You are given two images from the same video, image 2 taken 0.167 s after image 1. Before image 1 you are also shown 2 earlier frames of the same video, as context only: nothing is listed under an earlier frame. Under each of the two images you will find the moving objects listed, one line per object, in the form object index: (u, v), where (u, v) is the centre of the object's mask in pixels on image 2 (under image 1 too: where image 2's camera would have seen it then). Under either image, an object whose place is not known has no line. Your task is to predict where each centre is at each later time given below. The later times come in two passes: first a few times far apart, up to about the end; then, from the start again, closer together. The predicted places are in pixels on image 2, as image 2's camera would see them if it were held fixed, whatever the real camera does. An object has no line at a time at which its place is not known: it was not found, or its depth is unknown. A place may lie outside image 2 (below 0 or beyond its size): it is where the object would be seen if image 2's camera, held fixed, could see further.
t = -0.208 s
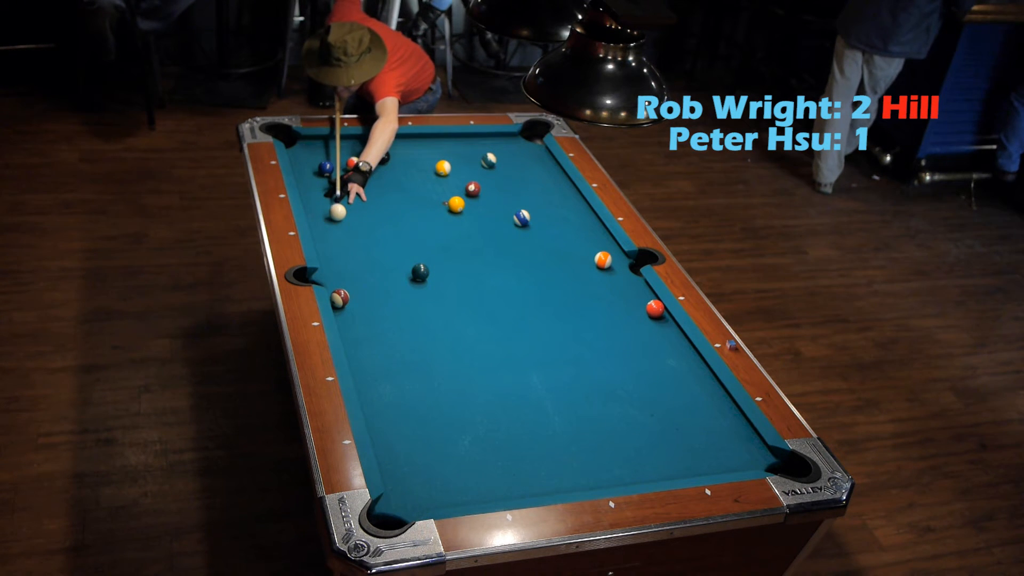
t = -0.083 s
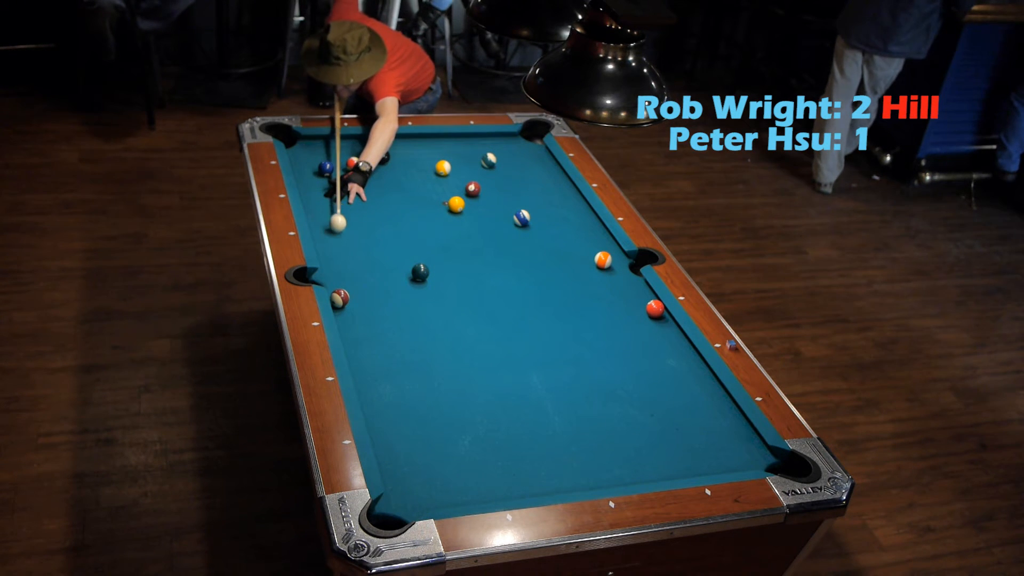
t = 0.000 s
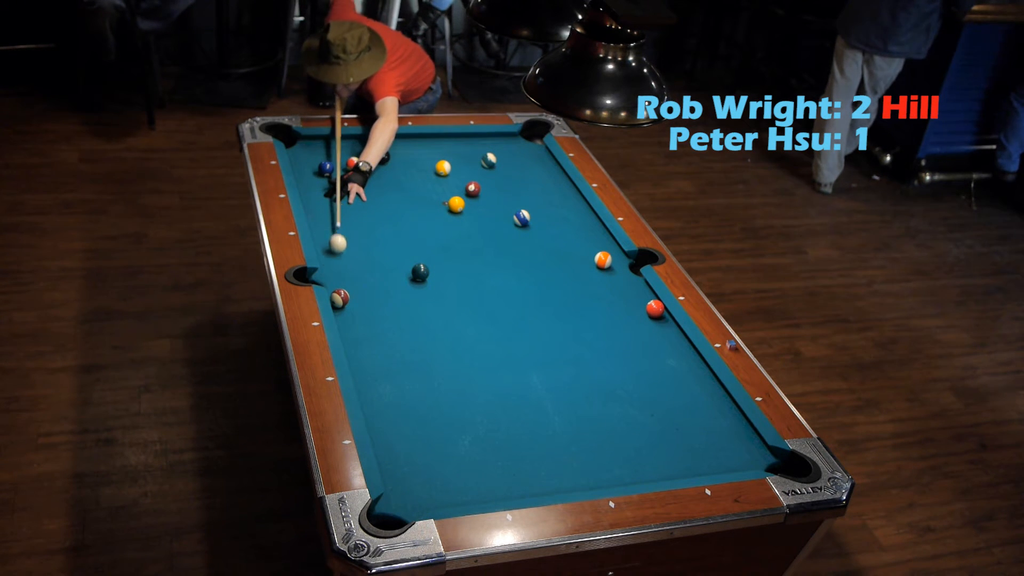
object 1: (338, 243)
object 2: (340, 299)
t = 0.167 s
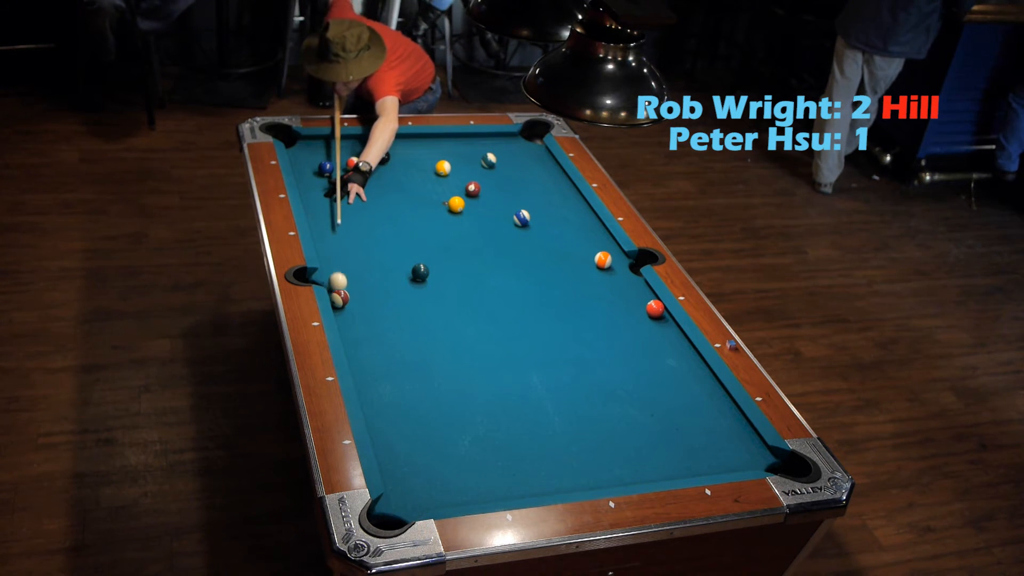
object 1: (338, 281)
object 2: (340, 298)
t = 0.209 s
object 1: (337, 287)
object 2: (340, 303)
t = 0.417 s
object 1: (341, 295)
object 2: (354, 342)
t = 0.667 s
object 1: (351, 306)
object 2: (372, 384)
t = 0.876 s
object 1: (359, 315)
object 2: (389, 422)
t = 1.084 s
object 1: (367, 323)
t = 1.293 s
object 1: (375, 330)
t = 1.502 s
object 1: (382, 337)
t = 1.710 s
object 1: (388, 343)
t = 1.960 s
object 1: (394, 350)
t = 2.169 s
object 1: (400, 355)
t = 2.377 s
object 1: (404, 358)
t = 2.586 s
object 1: (408, 362)
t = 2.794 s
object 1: (411, 364)
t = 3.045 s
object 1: (413, 367)
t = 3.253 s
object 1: (415, 368)
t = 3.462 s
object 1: (416, 369)
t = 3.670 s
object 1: (416, 369)
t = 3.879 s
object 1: (416, 369)
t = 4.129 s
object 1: (416, 369)
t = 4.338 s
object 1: (416, 369)
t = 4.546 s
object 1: (416, 369)
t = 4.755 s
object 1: (416, 369)
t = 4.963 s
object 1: (416, 369)
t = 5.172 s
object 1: (416, 369)
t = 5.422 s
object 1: (416, 369)
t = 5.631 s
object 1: (416, 369)
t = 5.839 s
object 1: (416, 369)
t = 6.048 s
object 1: (416, 369)
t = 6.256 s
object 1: (416, 369)
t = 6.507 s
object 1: (416, 369)
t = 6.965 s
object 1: (416, 369)
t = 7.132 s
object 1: (416, 369)
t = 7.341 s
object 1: (416, 369)
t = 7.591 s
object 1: (416, 369)
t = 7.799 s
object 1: (416, 369)
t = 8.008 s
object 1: (416, 369)
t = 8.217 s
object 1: (416, 369)
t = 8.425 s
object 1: (416, 369)
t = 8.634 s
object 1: (416, 369)
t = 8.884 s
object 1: (416, 369)
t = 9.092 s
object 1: (416, 369)
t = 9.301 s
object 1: (416, 369)
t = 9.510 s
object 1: (416, 369)
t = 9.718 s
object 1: (416, 369)
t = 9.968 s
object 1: (416, 369)
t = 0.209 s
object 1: (337, 287)
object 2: (340, 303)
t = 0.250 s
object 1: (336, 288)
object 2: (342, 313)
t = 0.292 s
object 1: (335, 290)
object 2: (345, 321)
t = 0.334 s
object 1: (337, 291)
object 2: (348, 328)
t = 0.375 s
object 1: (339, 293)
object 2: (351, 335)
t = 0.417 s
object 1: (341, 295)
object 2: (354, 342)
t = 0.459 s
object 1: (342, 297)
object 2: (356, 349)
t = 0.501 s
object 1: (344, 299)
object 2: (359, 357)
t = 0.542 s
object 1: (346, 301)
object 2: (363, 363)
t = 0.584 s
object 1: (348, 303)
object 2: (366, 369)
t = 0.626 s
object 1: (349, 304)
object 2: (369, 377)
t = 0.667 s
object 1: (351, 306)
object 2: (372, 384)
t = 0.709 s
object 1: (353, 308)
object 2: (375, 391)
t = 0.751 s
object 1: (355, 310)
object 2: (379, 399)
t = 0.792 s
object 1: (356, 311)
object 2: (382, 406)
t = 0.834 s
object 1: (358, 313)
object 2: (386, 415)
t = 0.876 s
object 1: (359, 315)
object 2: (389, 422)
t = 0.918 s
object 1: (361, 316)
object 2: (392, 429)
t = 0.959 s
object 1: (363, 318)
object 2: (396, 438)
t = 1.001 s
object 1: (364, 320)
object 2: (399, 445)
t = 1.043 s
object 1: (366, 321)
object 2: (403, 453)
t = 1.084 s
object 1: (367, 323)
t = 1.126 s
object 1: (369, 324)
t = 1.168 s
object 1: (370, 326)
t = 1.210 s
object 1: (372, 327)
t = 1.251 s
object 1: (373, 329)
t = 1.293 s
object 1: (375, 330)
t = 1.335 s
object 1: (376, 331)
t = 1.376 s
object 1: (378, 333)
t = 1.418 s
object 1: (379, 334)
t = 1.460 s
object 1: (380, 336)
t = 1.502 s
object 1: (382, 337)
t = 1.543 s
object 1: (383, 338)
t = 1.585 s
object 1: (384, 340)
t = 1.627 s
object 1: (385, 341)
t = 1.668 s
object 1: (387, 342)
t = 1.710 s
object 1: (388, 343)
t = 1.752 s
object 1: (389, 344)
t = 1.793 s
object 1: (390, 346)
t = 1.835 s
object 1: (391, 347)
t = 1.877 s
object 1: (392, 348)
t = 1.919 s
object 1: (393, 349)
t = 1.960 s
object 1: (394, 350)
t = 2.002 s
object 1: (395, 351)
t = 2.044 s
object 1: (396, 352)
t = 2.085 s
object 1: (398, 353)
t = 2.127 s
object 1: (399, 354)
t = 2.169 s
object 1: (400, 355)
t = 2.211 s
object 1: (401, 355)
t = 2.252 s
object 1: (401, 356)
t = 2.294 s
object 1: (402, 357)
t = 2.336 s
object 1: (403, 358)
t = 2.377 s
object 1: (404, 358)
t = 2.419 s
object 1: (405, 359)
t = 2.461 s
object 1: (406, 360)
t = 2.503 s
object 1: (406, 360)
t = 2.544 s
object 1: (407, 361)
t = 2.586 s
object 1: (408, 362)
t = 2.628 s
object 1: (408, 362)
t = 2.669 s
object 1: (409, 363)
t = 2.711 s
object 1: (410, 363)
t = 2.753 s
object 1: (410, 364)
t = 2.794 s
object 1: (411, 364)
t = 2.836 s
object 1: (411, 365)
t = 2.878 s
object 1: (412, 365)
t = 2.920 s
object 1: (412, 366)
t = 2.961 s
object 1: (412, 366)
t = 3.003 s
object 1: (413, 366)
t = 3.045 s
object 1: (413, 367)
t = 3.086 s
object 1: (414, 367)
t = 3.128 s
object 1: (414, 367)
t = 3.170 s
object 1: (415, 368)
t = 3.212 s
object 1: (415, 368)
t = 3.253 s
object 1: (415, 368)
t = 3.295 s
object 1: (415, 368)
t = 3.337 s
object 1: (416, 369)
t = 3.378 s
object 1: (416, 369)
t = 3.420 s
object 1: (416, 369)
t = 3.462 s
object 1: (416, 369)
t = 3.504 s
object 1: (416, 369)
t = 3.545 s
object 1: (416, 369)
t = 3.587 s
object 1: (416, 369)
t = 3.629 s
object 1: (416, 369)
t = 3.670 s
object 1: (416, 369)
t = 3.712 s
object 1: (416, 369)
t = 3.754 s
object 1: (416, 369)
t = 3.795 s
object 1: (416, 369)
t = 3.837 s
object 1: (416, 369)
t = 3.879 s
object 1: (416, 369)
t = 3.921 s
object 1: (416, 369)
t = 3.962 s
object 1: (416, 369)
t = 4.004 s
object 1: (416, 369)
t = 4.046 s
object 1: (416, 369)
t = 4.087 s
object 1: (416, 369)
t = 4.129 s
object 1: (416, 369)
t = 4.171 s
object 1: (416, 369)
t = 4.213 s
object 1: (416, 369)
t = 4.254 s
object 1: (416, 369)
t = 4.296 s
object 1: (416, 369)
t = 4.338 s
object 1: (416, 369)
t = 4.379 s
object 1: (416, 369)
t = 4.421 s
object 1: (416, 369)
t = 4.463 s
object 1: (416, 369)
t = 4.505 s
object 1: (416, 369)
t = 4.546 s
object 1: (416, 369)
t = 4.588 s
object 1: (416, 369)
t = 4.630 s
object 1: (416, 369)
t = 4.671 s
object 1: (416, 369)
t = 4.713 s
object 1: (416, 369)
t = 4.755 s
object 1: (416, 369)
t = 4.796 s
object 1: (416, 369)
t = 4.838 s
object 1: (416, 369)
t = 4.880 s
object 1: (416, 369)
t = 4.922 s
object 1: (416, 369)
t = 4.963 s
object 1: (416, 369)
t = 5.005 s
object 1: (416, 369)
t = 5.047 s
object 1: (416, 369)
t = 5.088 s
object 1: (416, 369)
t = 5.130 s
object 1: (416, 369)
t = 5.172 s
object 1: (416, 369)
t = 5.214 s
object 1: (416, 369)
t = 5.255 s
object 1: (416, 369)
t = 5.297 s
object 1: (416, 369)
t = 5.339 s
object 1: (416, 369)
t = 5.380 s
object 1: (416, 369)
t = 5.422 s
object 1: (416, 369)
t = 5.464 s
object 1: (416, 369)
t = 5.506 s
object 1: (416, 369)
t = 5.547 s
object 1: (416, 369)
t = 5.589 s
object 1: (416, 369)
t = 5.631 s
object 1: (416, 369)
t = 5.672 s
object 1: (416, 369)
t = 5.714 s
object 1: (416, 369)
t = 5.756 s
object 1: (416, 369)
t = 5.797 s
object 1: (416, 369)
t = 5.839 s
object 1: (416, 369)
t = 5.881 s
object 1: (416, 369)
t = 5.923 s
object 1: (416, 369)
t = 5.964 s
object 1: (416, 369)
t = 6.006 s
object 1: (416, 369)
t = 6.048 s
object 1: (416, 369)
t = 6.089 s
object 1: (416, 369)
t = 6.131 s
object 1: (416, 369)
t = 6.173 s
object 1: (416, 369)
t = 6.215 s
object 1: (416, 369)
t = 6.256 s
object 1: (416, 369)
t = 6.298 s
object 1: (416, 369)
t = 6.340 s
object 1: (416, 369)
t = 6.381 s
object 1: (416, 369)
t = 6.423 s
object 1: (416, 369)
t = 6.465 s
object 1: (416, 369)
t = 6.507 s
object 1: (416, 369)
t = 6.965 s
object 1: (416, 369)
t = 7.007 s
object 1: (416, 369)
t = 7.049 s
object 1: (416, 369)
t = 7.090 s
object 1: (416, 369)
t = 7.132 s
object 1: (416, 369)
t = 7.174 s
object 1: (416, 369)
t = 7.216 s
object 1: (416, 369)
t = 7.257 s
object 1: (416, 369)
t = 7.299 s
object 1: (416, 369)
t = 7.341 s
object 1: (416, 369)
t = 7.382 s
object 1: (416, 369)
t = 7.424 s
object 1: (416, 369)
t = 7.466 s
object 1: (416, 369)
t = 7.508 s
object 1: (416, 369)
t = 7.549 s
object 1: (416, 369)
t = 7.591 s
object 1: (416, 369)
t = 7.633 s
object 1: (416, 369)
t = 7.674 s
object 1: (416, 369)
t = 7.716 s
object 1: (416, 369)
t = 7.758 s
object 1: (416, 369)
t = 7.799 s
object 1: (416, 369)
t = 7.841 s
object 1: (416, 369)
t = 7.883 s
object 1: (416, 369)
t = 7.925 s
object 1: (416, 369)
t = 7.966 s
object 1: (416, 369)
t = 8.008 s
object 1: (416, 369)
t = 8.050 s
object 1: (416, 369)
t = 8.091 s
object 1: (416, 369)
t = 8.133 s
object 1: (416, 369)
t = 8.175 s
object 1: (416, 369)
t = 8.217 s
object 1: (416, 369)
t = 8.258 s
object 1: (416, 369)
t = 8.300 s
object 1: (416, 369)
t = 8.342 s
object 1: (416, 369)
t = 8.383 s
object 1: (416, 369)
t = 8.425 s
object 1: (416, 369)
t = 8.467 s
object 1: (416, 369)
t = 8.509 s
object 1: (416, 369)
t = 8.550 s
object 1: (416, 369)
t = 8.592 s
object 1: (416, 369)
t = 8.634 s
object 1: (416, 369)
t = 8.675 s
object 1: (416, 369)
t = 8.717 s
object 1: (416, 369)
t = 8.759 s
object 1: (416, 369)
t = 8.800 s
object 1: (416, 369)
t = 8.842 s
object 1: (416, 369)
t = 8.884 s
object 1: (416, 369)
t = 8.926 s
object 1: (416, 369)
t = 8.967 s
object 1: (416, 369)
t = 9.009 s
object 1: (416, 369)
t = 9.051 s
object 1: (416, 369)
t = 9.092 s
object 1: (416, 369)
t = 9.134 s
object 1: (416, 369)
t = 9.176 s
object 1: (416, 369)
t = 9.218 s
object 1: (416, 369)
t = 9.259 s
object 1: (416, 369)
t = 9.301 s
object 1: (416, 369)
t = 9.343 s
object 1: (416, 369)
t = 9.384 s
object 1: (416, 369)
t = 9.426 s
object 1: (416, 369)
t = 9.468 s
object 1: (416, 369)
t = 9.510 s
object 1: (416, 369)
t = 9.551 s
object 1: (416, 369)
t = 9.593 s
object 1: (416, 369)
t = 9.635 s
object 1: (416, 369)
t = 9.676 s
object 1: (416, 369)
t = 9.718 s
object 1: (416, 369)
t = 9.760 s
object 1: (416, 369)
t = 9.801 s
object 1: (416, 369)
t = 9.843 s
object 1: (416, 369)
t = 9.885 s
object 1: (416, 369)
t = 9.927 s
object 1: (416, 369)
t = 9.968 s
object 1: (416, 369)
